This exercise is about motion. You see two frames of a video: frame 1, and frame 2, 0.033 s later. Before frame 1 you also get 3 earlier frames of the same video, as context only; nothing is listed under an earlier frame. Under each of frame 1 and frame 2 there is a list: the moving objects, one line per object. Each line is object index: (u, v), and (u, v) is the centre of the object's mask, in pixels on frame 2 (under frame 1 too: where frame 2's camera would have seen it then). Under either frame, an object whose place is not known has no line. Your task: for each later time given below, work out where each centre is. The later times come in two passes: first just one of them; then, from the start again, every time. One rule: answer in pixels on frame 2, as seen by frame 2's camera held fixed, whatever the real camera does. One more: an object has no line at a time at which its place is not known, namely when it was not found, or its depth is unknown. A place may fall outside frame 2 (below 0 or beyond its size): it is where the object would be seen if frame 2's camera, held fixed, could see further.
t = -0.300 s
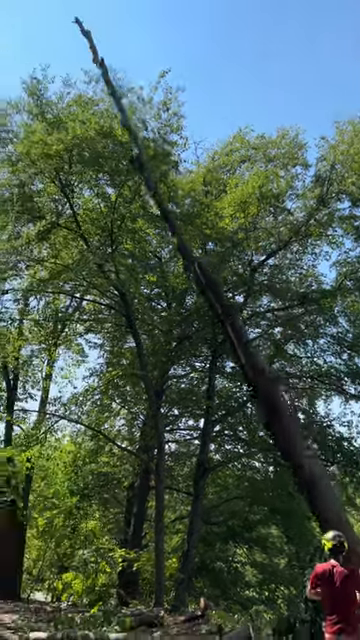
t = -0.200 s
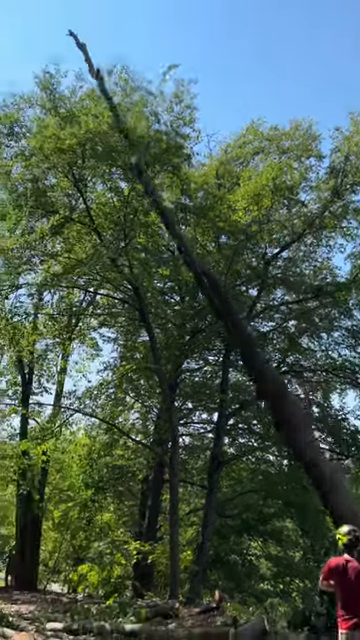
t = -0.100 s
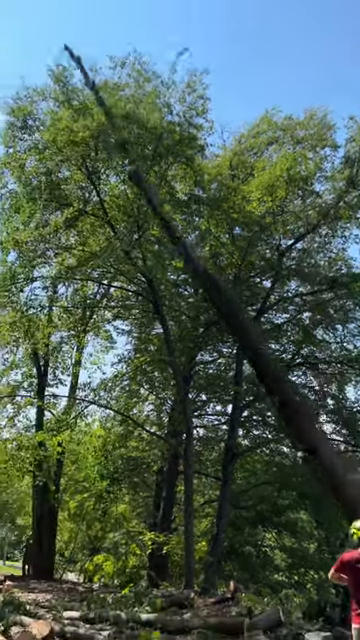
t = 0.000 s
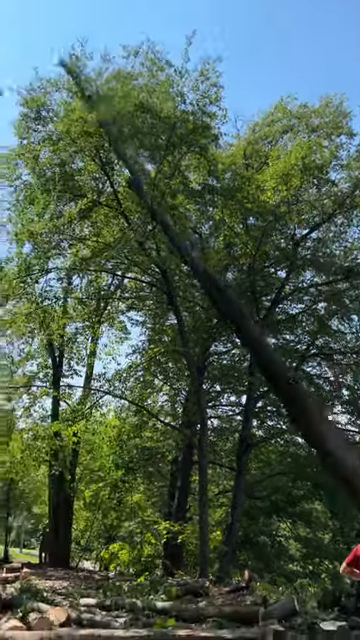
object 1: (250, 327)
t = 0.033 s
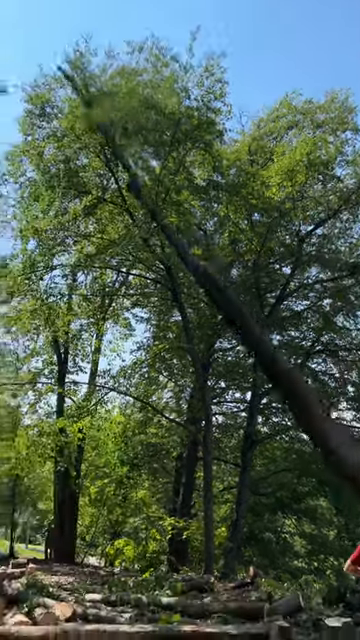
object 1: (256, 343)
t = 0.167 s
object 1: (240, 357)
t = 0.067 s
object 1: (250, 344)
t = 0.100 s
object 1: (240, 340)
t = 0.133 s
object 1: (230, 336)
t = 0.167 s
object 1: (240, 357)
